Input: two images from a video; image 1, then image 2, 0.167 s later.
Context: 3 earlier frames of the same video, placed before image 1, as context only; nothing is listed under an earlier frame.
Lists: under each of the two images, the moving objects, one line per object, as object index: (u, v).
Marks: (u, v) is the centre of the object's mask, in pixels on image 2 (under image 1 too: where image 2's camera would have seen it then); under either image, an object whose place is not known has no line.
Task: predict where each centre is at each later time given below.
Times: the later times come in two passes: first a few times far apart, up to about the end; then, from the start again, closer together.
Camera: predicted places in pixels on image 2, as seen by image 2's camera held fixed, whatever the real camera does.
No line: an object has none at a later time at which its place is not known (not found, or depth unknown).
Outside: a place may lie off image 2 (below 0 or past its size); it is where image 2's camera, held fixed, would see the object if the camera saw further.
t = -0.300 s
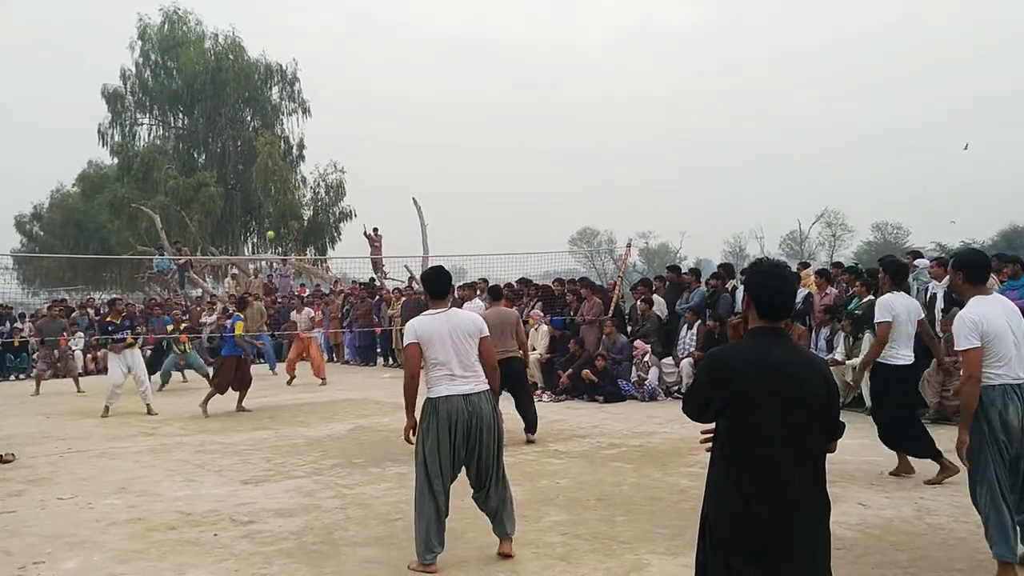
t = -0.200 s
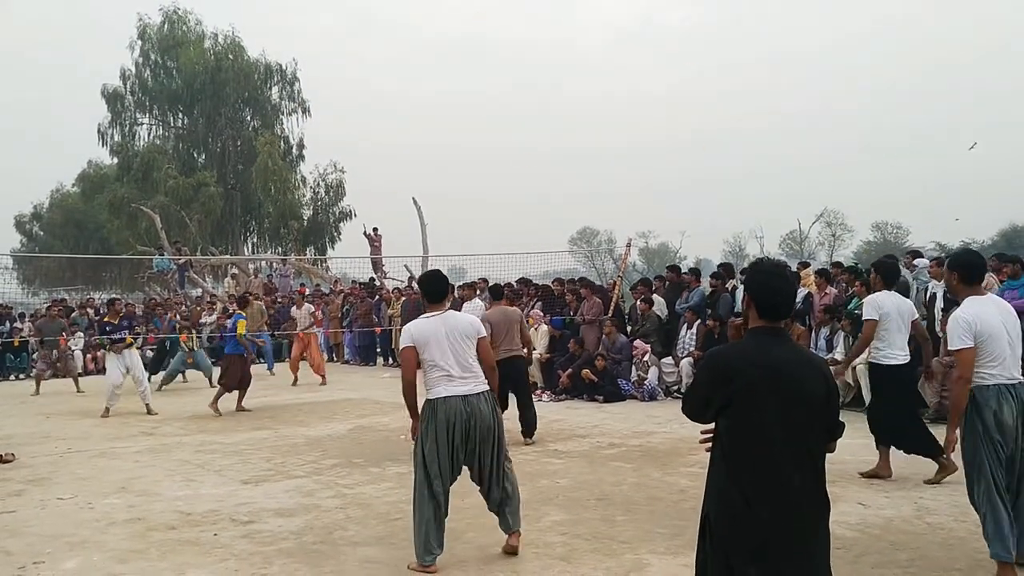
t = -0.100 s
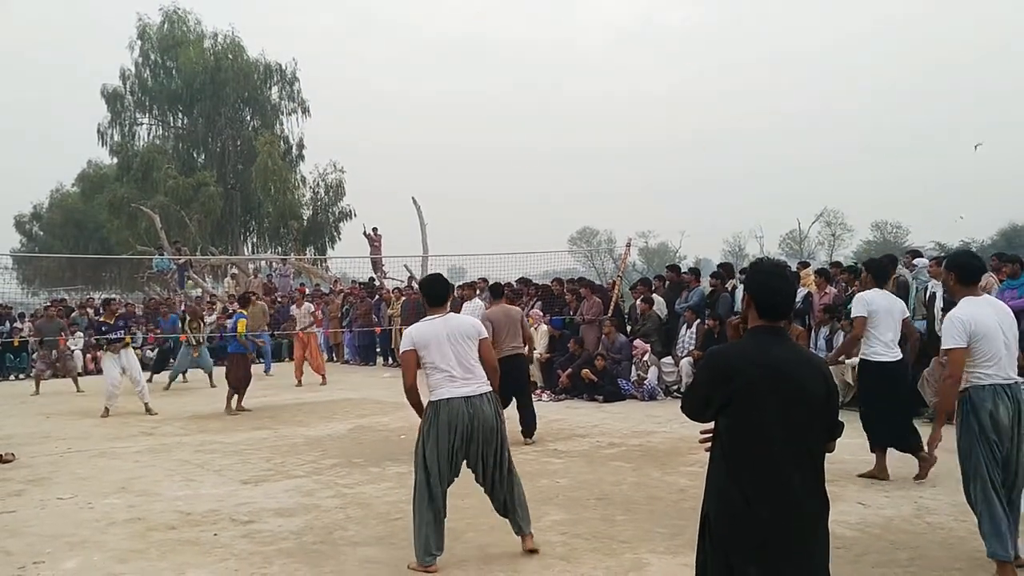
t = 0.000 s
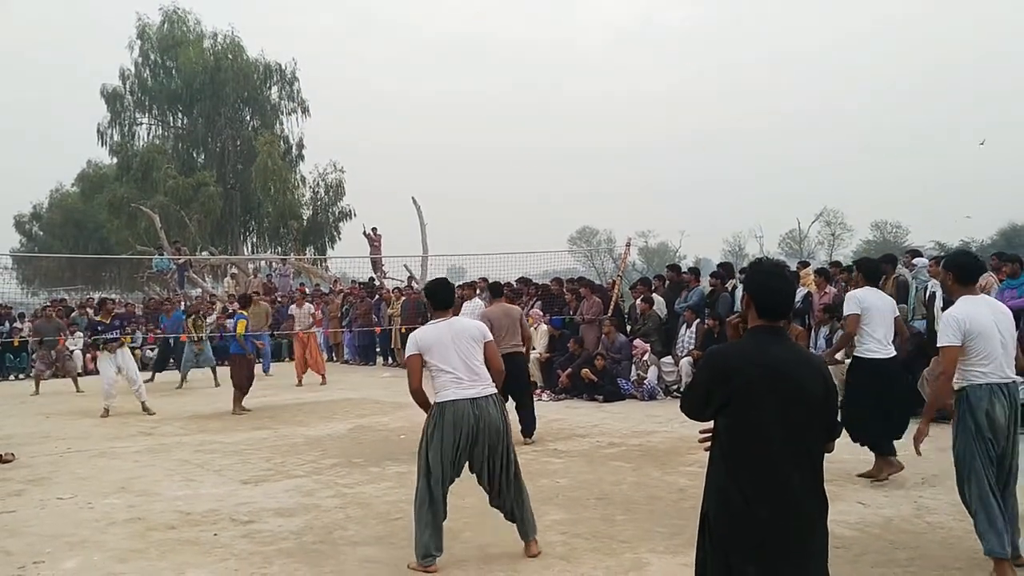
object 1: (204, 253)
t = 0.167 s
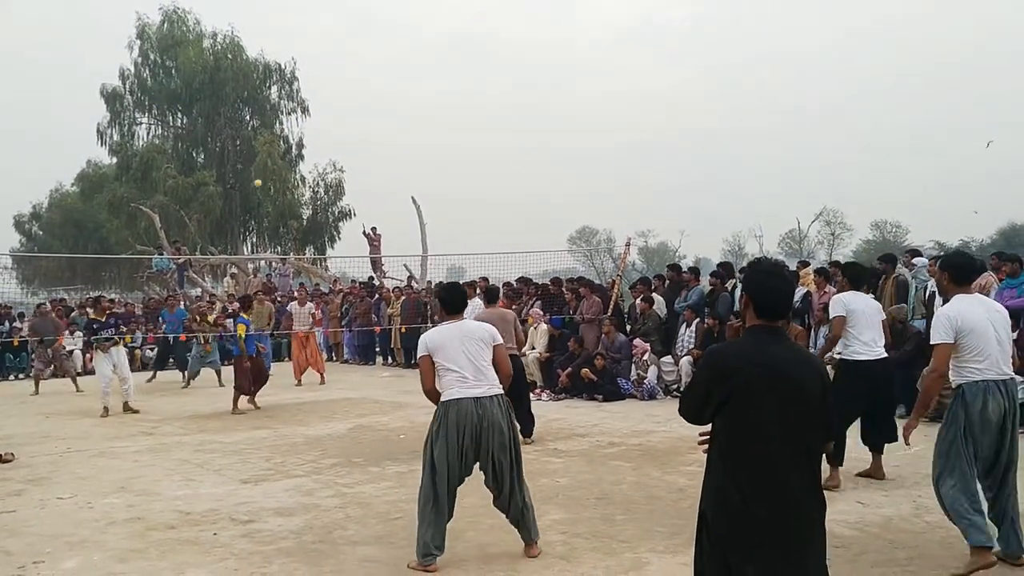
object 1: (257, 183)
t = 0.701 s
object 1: (500, 33)
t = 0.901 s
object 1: (629, 21)
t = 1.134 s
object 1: (816, 57)
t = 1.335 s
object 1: (1020, 148)
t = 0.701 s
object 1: (500, 33)
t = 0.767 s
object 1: (541, 26)
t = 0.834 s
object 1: (583, 22)
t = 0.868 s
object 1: (606, 21)
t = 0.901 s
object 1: (629, 21)
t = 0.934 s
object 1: (654, 23)
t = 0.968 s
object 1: (678, 25)
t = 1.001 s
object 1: (704, 29)
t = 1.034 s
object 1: (730, 34)
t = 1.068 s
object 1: (758, 40)
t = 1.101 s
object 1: (787, 47)
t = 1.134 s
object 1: (816, 57)
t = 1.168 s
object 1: (847, 67)
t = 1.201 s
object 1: (879, 79)
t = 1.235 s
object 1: (913, 94)
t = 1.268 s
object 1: (947, 110)
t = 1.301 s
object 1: (983, 128)
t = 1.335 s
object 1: (1020, 148)
